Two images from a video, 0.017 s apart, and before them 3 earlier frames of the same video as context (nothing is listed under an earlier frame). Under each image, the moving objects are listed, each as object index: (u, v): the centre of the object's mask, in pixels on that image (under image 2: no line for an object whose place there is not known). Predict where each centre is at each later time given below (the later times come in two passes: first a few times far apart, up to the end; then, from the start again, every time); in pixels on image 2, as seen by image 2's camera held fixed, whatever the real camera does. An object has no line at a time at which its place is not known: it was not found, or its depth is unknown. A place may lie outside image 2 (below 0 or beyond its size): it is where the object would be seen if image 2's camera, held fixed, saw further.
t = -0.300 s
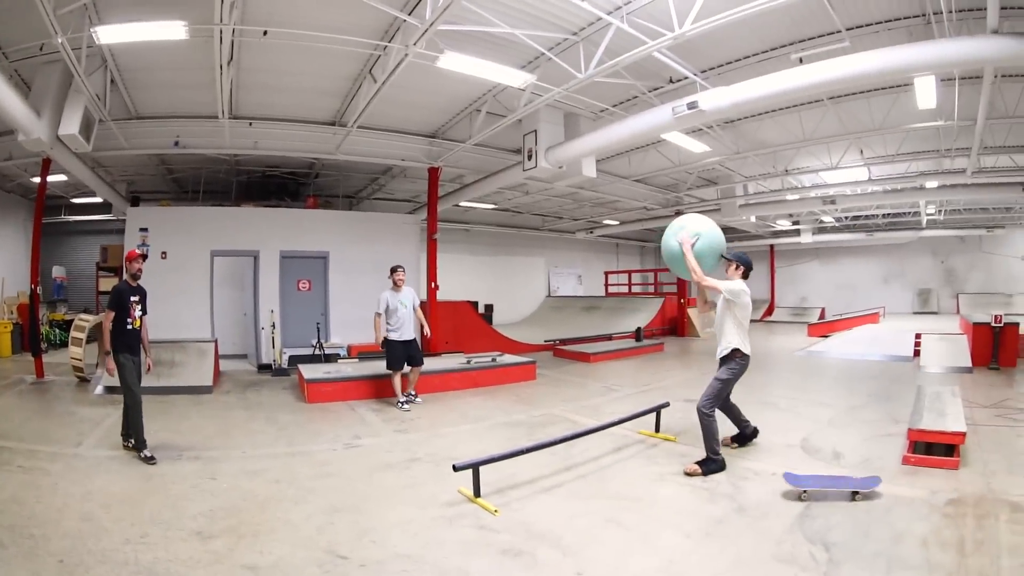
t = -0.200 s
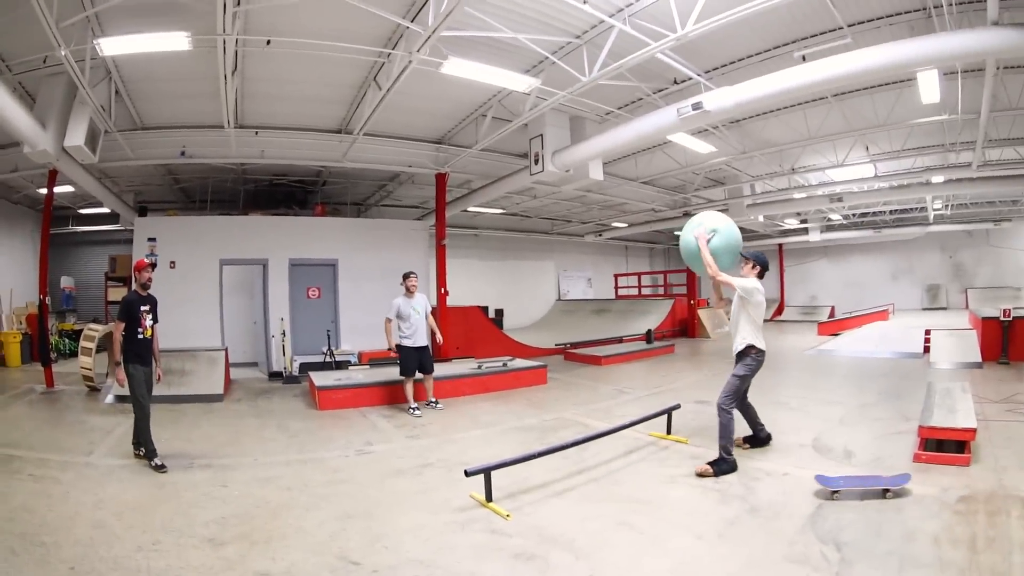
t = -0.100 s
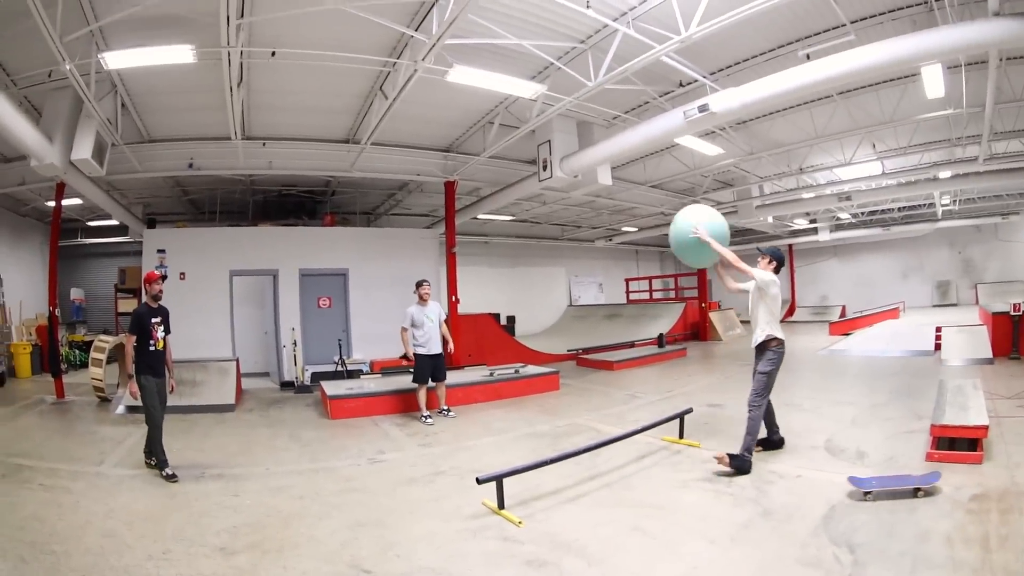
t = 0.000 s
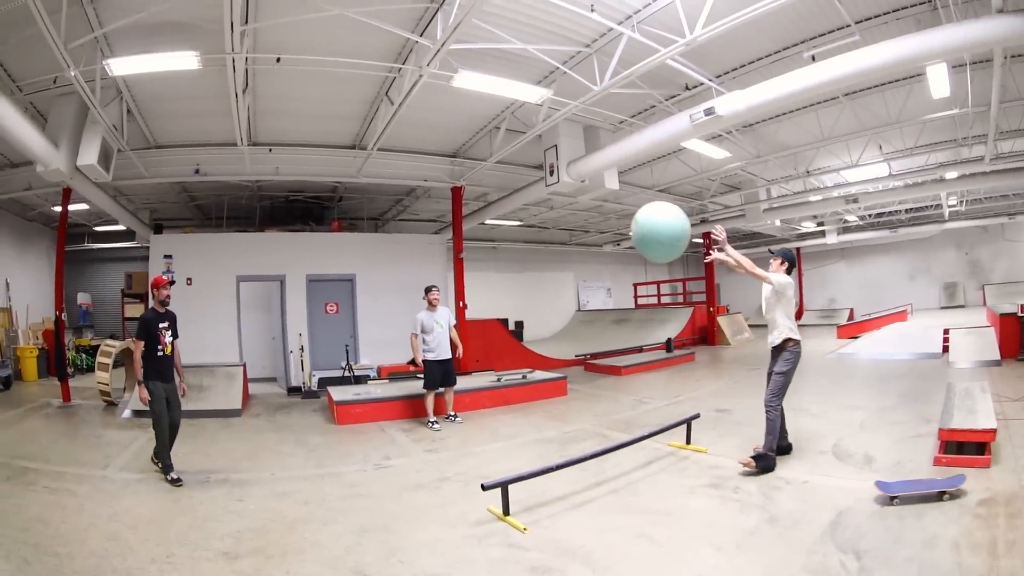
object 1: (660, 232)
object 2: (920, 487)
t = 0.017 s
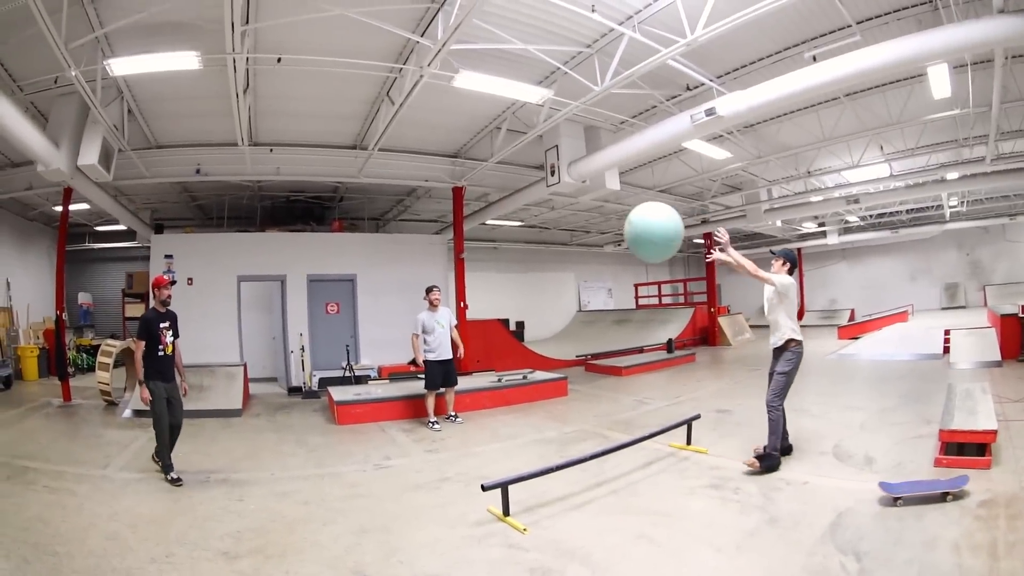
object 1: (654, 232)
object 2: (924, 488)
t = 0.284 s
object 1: (544, 264)
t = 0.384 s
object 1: (514, 287)
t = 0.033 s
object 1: (646, 232)
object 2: (926, 487)
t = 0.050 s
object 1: (639, 232)
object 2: (929, 487)
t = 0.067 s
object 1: (631, 232)
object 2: (932, 487)
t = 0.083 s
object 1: (624, 233)
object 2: (934, 487)
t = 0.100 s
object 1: (617, 234)
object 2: (937, 487)
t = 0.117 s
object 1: (609, 235)
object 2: (940, 486)
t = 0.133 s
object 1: (602, 237)
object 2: (943, 486)
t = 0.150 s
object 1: (595, 239)
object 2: (946, 486)
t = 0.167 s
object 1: (589, 241)
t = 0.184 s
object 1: (582, 243)
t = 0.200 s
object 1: (574, 246)
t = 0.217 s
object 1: (568, 249)
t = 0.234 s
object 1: (562, 252)
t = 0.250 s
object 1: (555, 257)
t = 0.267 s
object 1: (549, 260)
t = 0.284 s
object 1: (544, 264)
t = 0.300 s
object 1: (539, 268)
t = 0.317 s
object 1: (533, 271)
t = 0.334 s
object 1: (529, 274)
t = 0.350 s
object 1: (524, 278)
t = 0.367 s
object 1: (519, 282)
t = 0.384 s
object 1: (514, 287)
